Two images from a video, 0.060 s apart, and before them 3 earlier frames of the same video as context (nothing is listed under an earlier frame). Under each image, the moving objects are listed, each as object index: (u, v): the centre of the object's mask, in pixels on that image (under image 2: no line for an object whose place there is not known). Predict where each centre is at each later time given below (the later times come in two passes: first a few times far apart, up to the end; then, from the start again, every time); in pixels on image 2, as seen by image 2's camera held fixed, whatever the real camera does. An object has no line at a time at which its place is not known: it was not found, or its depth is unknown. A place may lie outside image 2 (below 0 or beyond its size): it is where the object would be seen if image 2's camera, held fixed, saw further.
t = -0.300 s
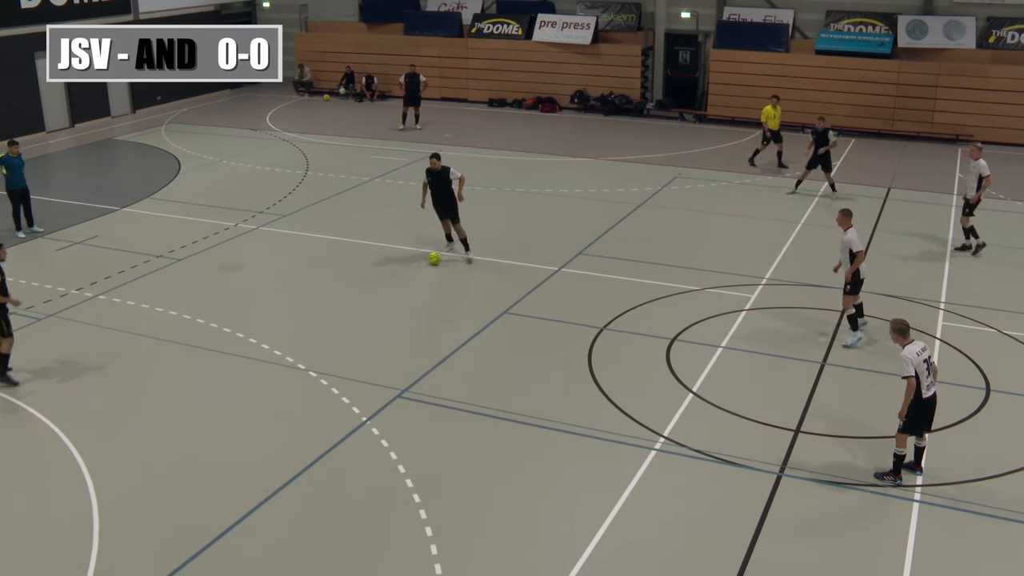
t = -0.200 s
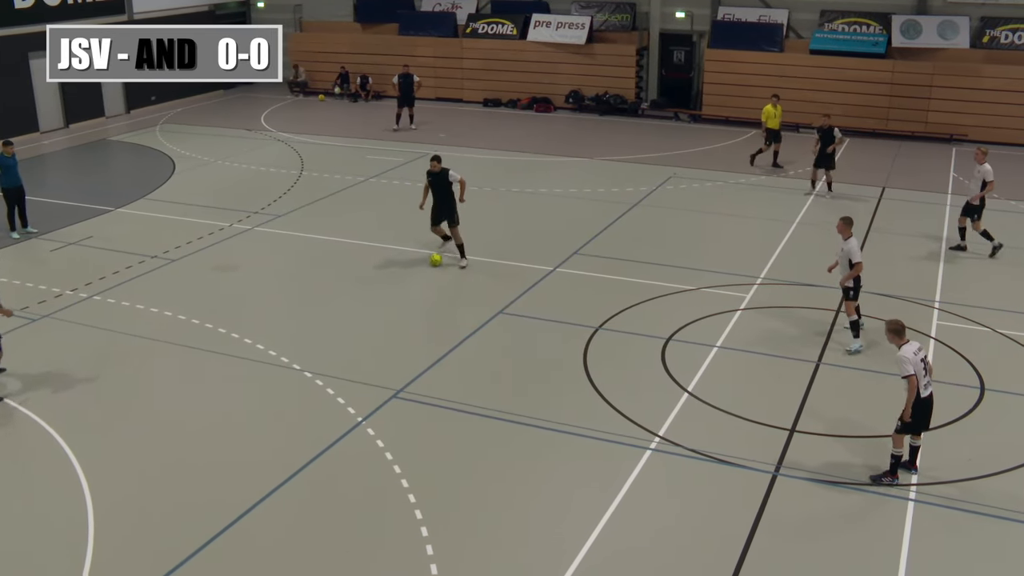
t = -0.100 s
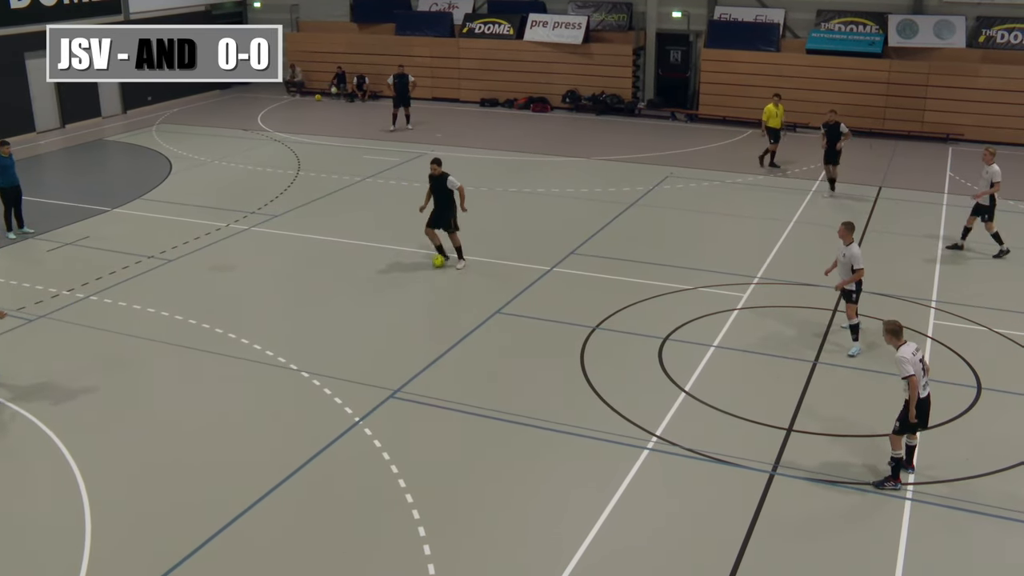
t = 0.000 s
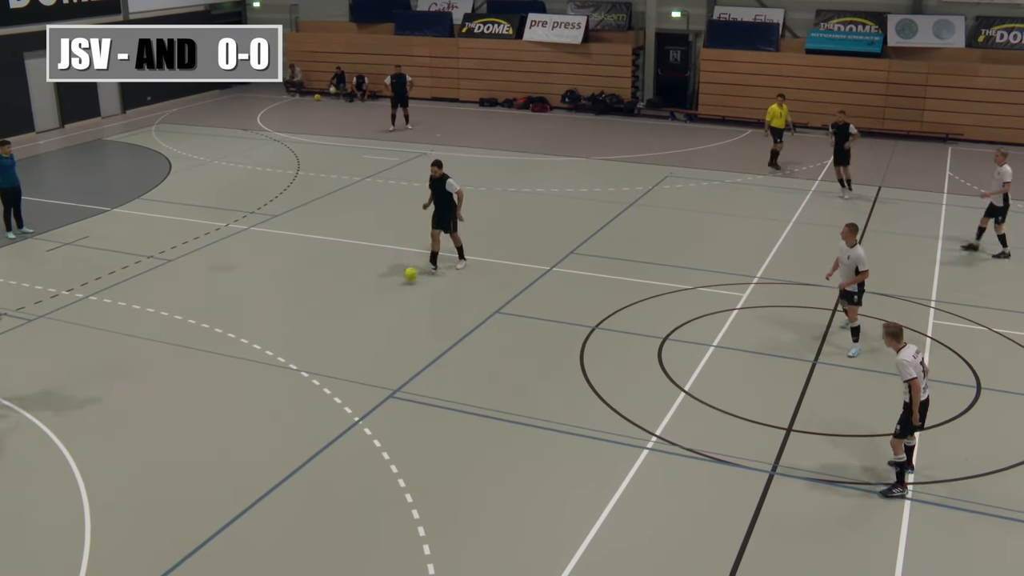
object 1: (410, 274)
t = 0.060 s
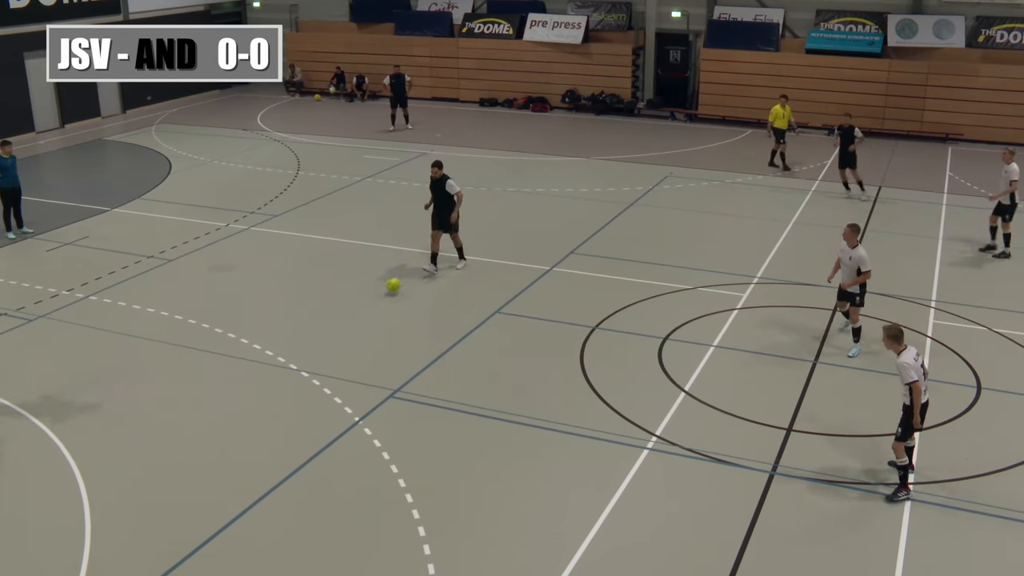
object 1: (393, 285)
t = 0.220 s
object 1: (345, 317)
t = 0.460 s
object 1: (270, 364)
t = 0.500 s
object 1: (257, 373)
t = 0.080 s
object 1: (387, 289)
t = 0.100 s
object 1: (381, 295)
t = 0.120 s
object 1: (375, 300)
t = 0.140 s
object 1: (369, 304)
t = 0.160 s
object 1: (363, 307)
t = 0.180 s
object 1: (357, 310)
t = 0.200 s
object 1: (351, 314)
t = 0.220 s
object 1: (345, 317)
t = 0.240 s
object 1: (339, 321)
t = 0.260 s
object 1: (333, 325)
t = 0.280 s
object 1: (326, 331)
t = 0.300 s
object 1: (320, 334)
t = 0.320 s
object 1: (314, 338)
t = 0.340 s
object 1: (308, 341)
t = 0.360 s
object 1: (302, 345)
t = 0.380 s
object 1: (295, 349)
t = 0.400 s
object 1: (289, 353)
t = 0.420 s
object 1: (282, 358)
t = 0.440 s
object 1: (276, 361)
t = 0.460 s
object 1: (270, 364)
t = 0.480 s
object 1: (264, 368)
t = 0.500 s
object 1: (257, 373)
